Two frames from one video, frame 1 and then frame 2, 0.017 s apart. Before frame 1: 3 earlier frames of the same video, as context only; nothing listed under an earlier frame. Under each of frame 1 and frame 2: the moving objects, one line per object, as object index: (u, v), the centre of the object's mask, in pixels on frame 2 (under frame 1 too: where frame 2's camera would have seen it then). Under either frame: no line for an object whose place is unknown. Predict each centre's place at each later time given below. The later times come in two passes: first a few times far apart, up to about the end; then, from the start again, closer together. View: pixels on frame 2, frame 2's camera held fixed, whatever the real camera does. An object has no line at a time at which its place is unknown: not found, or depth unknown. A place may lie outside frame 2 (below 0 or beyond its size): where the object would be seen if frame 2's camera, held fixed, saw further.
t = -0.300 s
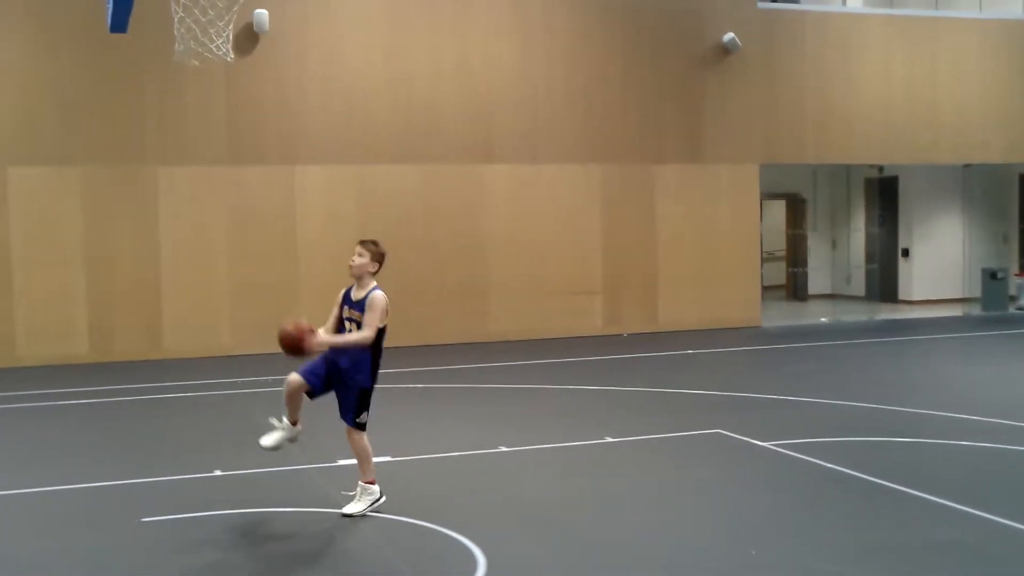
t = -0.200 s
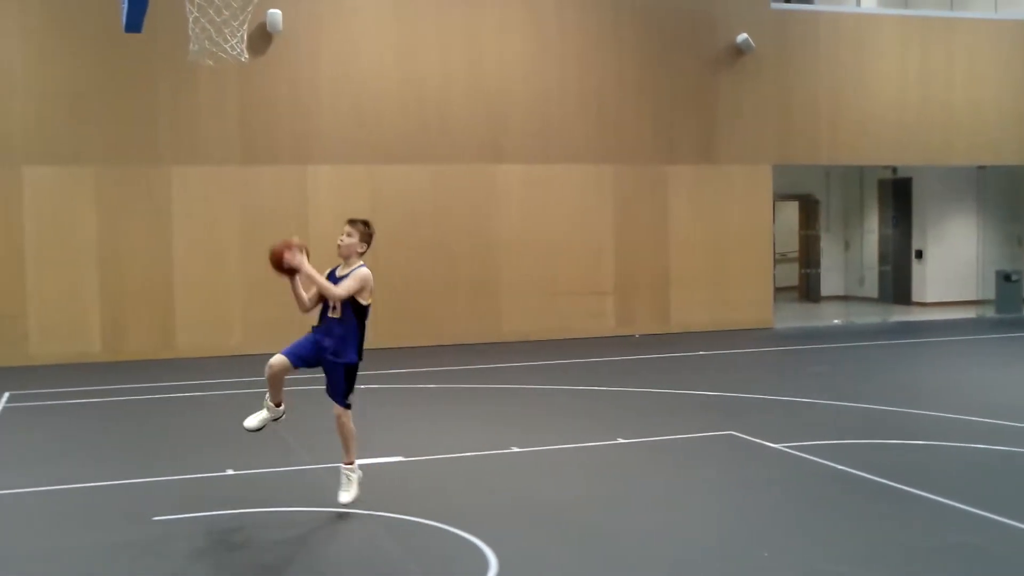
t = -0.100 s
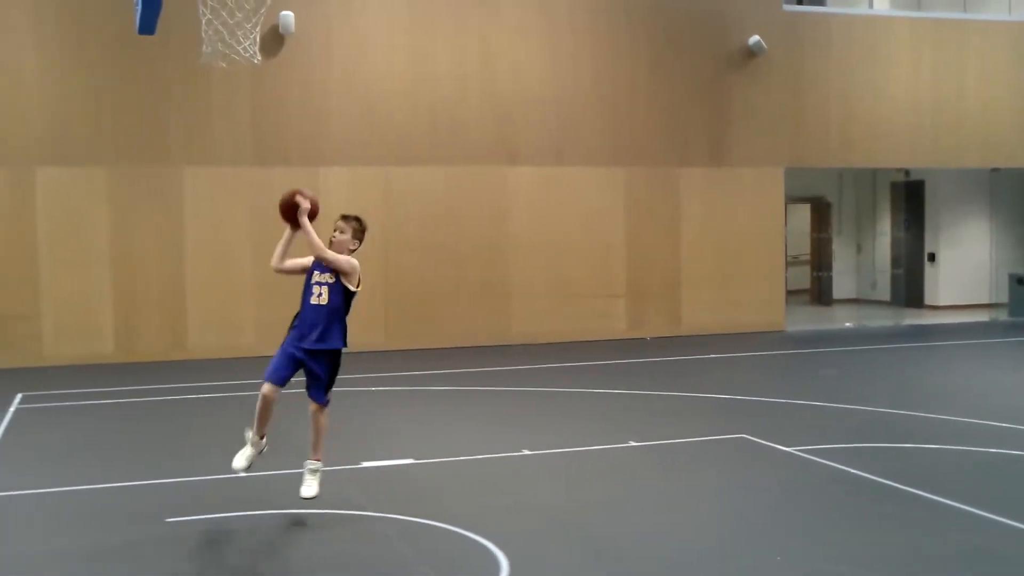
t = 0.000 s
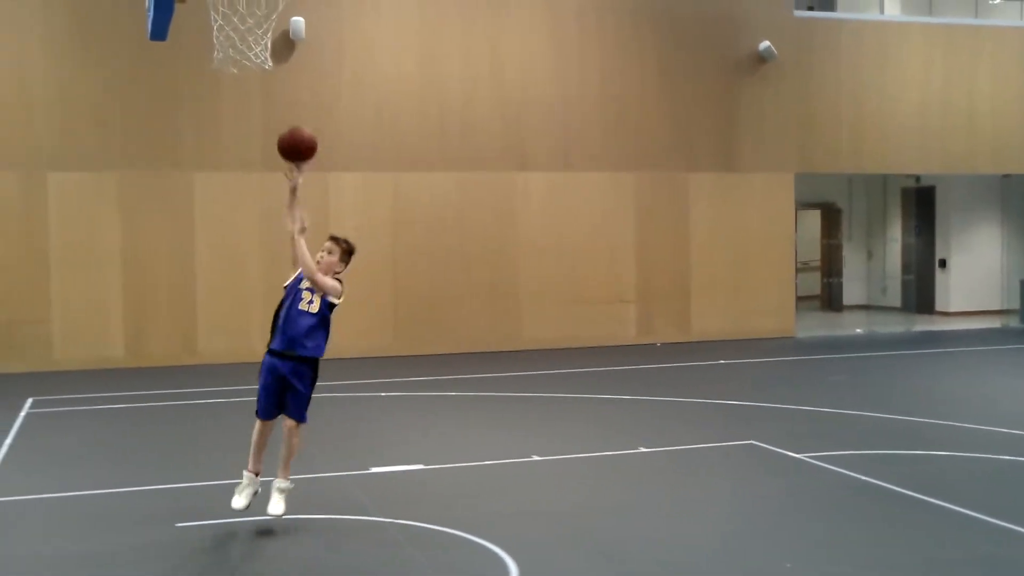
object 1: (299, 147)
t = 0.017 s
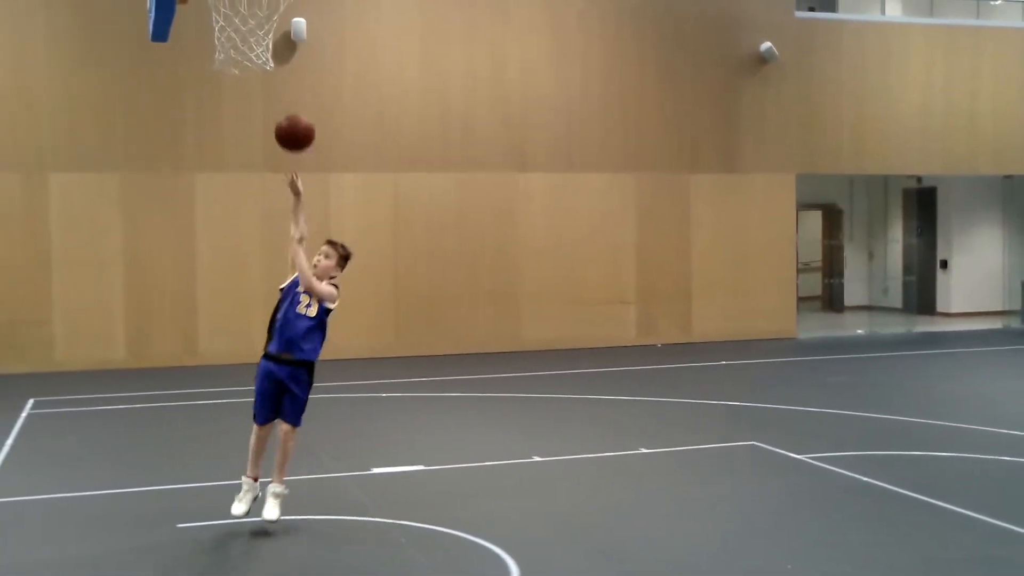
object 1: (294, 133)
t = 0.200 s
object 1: (252, 17)
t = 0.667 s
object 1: (243, 5)
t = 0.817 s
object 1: (274, 64)
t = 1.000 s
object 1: (304, 193)
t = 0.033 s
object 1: (290, 121)
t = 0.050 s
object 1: (286, 108)
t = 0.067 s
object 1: (283, 96)
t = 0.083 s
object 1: (278, 85)
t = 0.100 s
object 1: (276, 75)
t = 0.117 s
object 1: (274, 65)
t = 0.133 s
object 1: (268, 54)
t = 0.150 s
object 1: (265, 44)
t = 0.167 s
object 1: (260, 35)
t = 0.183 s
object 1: (256, 27)
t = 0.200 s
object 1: (252, 17)
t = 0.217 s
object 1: (249, 10)
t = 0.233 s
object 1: (244, 6)
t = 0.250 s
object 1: (240, 2)
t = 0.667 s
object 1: (243, 5)
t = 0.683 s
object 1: (248, 9)
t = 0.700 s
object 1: (252, 12)
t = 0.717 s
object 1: (255, 16)
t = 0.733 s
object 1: (258, 22)
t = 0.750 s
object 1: (263, 31)
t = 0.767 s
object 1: (266, 40)
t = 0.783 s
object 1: (268, 47)
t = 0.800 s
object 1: (271, 56)
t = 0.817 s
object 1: (274, 64)
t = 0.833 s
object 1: (277, 71)
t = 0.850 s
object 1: (280, 81)
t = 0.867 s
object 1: (282, 91)
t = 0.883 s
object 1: (285, 102)
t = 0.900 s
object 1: (286, 113)
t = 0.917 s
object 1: (289, 126)
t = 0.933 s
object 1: (292, 138)
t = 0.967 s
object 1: (299, 163)
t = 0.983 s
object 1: (301, 178)
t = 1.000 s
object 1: (304, 193)
